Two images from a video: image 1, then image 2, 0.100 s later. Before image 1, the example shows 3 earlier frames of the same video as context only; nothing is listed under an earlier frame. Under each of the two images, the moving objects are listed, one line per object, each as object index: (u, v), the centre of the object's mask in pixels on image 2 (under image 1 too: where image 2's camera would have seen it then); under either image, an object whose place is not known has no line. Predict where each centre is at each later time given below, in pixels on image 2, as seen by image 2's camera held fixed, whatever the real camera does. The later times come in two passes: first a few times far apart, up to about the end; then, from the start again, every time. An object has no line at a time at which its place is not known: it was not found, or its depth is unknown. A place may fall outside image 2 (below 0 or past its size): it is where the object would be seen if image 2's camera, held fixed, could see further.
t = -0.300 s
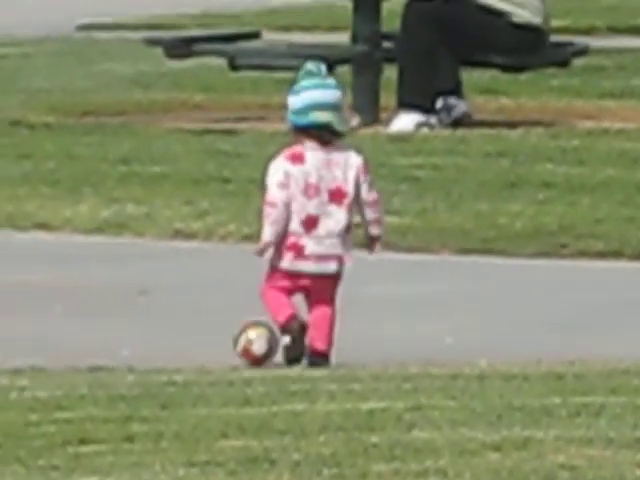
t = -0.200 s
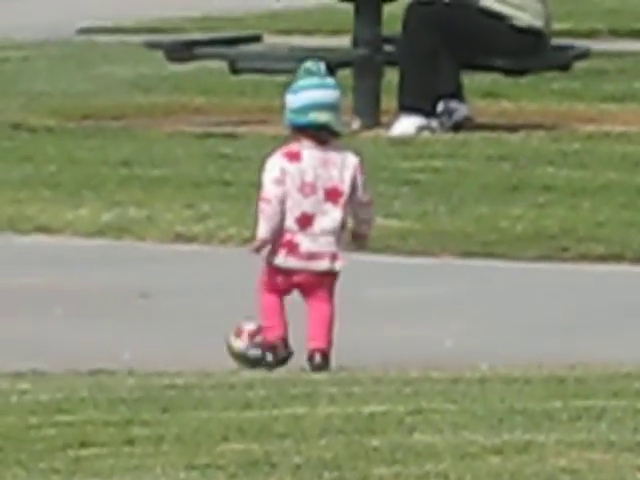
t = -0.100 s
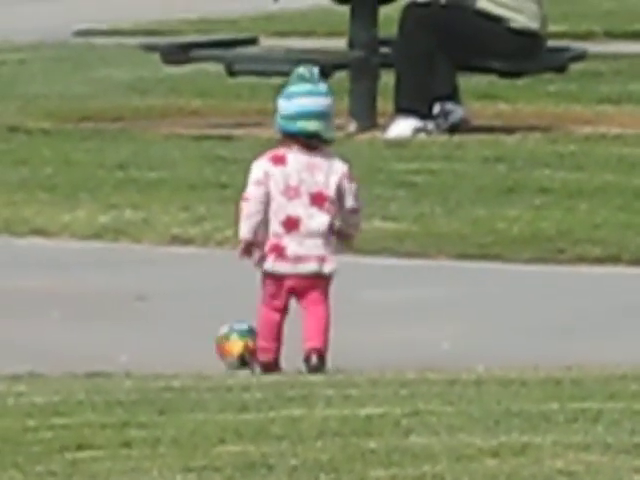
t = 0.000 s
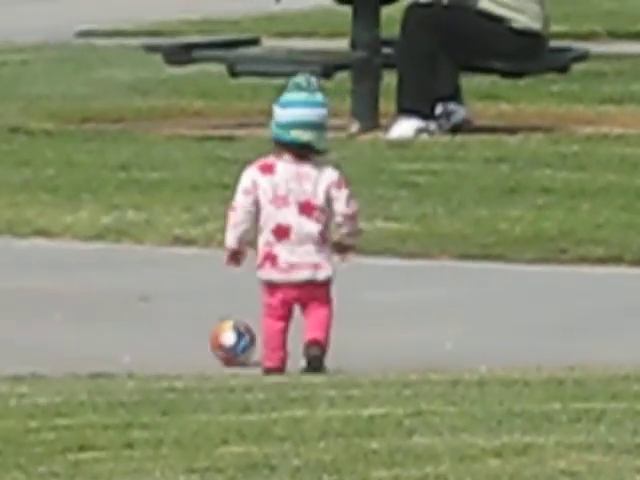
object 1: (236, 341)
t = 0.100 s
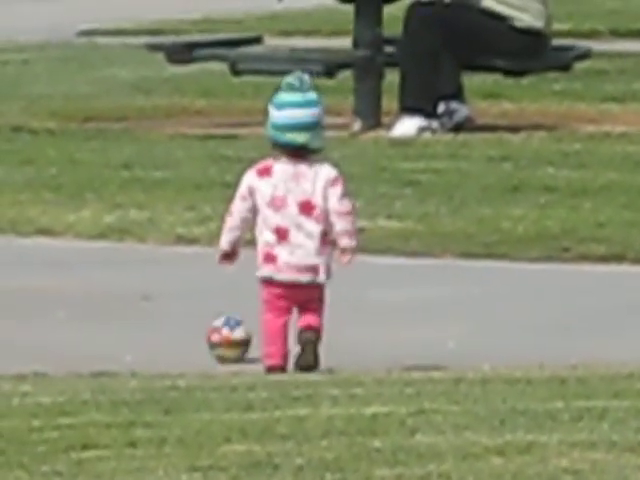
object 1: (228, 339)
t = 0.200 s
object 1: (222, 338)
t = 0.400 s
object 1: (206, 332)
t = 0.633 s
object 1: (190, 327)
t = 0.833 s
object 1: (177, 324)
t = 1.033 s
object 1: (164, 320)
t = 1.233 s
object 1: (155, 316)
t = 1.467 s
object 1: (143, 311)
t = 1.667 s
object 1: (135, 307)
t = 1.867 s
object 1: (129, 305)
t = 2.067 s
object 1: (120, 300)
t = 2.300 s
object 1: (111, 296)
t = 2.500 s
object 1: (104, 291)
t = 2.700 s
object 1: (97, 288)
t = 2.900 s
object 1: (94, 284)
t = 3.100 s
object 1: (87, 281)
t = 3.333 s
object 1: (82, 276)
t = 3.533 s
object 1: (77, 273)
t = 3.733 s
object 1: (73, 270)
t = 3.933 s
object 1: (69, 267)
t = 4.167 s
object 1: (64, 263)
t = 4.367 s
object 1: (61, 258)
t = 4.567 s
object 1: (58, 255)
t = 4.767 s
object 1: (55, 252)
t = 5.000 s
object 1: (55, 249)
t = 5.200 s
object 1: (52, 245)
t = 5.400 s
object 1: (51, 241)
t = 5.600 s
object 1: (51, 238)
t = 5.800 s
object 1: (51, 237)
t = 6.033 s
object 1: (50, 232)
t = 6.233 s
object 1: (48, 229)
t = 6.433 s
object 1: (46, 226)
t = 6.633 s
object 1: (44, 225)
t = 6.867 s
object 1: (40, 221)
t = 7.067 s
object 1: (37, 219)
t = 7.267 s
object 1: (22, 220)
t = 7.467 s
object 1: (0, 218)
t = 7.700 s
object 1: (-23, 217)
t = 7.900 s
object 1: (-38, 216)
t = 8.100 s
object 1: (-55, 215)
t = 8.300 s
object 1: (-71, 214)
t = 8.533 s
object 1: (-88, 212)
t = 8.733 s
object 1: (-102, 213)
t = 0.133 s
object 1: (227, 338)
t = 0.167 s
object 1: (224, 339)
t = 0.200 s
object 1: (222, 338)
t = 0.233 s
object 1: (219, 336)
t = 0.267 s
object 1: (217, 336)
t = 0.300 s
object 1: (214, 334)
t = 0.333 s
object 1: (211, 333)
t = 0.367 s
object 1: (209, 333)
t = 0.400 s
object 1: (206, 332)
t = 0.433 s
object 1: (204, 332)
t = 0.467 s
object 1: (201, 332)
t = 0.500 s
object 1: (199, 330)
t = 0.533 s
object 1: (196, 331)
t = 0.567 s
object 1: (194, 329)
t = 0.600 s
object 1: (192, 329)
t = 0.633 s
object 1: (190, 327)
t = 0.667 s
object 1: (188, 327)
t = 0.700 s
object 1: (186, 327)
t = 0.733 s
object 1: (183, 327)
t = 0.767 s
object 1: (181, 326)
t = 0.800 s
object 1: (179, 326)
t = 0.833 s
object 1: (177, 324)
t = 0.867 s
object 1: (175, 323)
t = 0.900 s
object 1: (173, 322)
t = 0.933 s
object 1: (170, 322)
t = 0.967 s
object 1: (168, 322)
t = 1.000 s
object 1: (166, 322)
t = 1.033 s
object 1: (164, 320)
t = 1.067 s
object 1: (162, 320)
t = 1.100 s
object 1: (160, 318)
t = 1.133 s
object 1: (159, 317)
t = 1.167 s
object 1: (157, 317)
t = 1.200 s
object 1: (156, 317)
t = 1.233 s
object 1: (155, 316)
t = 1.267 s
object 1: (154, 317)
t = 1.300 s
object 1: (152, 316)
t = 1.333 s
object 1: (150, 314)
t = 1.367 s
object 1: (149, 314)
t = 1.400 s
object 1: (147, 312)
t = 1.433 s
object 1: (145, 312)
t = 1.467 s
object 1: (143, 311)
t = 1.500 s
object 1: (142, 312)
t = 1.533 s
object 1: (141, 311)
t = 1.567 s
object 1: (139, 309)
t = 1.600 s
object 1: (138, 309)
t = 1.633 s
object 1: (137, 308)
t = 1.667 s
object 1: (135, 307)
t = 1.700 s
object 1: (134, 306)
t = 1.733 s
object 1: (133, 306)
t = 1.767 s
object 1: (132, 307)
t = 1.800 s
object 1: (131, 306)
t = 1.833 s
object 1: (130, 305)
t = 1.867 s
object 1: (129, 305)
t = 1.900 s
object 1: (127, 303)
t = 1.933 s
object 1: (125, 302)
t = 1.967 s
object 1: (123, 300)
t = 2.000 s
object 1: (122, 301)
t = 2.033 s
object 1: (120, 301)
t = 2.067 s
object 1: (120, 300)
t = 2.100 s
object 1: (118, 299)
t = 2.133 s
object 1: (116, 298)
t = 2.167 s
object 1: (116, 299)
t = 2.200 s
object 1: (114, 298)
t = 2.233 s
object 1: (113, 296)
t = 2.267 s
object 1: (112, 296)
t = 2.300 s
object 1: (111, 296)
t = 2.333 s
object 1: (111, 295)
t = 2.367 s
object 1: (110, 295)
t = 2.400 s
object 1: (108, 294)
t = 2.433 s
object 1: (107, 294)
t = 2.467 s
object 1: (105, 292)
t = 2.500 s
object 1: (104, 291)
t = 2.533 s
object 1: (103, 291)
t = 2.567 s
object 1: (102, 290)
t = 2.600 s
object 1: (101, 291)
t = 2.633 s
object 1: (100, 289)
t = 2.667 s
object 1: (99, 288)
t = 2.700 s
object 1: (97, 288)
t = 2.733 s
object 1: (96, 287)
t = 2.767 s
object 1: (96, 286)
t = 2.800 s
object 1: (95, 287)
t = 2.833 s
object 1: (94, 286)
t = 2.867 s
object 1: (94, 285)
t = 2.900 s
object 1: (94, 284)
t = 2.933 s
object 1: (92, 283)
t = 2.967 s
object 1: (91, 284)
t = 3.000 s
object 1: (90, 282)
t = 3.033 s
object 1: (88, 282)
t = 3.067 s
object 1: (88, 281)
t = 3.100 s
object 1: (87, 281)
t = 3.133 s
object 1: (86, 281)
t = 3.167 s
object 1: (85, 279)
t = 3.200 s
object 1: (84, 278)
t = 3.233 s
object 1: (84, 278)
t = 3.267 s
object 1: (83, 277)
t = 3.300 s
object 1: (83, 276)
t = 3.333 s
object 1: (82, 276)
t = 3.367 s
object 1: (82, 276)
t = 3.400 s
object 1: (81, 276)
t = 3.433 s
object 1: (80, 275)
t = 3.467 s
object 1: (80, 275)
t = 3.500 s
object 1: (79, 274)
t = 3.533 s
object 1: (77, 273)
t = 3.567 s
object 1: (76, 272)
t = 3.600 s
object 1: (75, 271)
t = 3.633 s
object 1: (75, 272)
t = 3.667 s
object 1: (74, 271)
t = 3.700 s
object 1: (73, 270)
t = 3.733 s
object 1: (73, 270)
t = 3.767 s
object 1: (71, 269)
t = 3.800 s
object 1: (71, 269)
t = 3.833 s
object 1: (70, 267)
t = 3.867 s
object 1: (69, 268)
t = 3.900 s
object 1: (69, 268)
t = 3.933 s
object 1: (69, 267)
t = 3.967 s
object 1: (69, 267)
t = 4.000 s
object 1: (69, 267)
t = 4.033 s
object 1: (67, 265)
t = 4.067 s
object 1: (66, 264)
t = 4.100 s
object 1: (65, 264)
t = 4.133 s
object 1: (64, 263)
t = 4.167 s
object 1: (64, 263)
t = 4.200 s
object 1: (63, 262)
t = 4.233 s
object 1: (62, 261)
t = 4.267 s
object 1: (62, 261)
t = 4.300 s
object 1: (61, 260)
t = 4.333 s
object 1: (61, 260)
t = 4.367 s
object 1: (61, 258)
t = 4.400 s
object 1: (60, 259)
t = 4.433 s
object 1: (60, 259)
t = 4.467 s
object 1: (60, 257)
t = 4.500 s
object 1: (60, 257)
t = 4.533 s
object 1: (59, 256)
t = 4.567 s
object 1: (58, 255)
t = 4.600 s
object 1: (57, 255)
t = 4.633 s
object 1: (57, 254)
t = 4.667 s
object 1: (57, 254)
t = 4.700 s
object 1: (56, 253)
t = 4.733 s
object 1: (56, 253)
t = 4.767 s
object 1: (55, 252)
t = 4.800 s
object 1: (55, 252)
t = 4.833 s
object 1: (55, 251)
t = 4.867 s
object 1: (54, 250)
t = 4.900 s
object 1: (53, 250)
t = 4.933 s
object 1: (54, 249)
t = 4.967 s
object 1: (54, 250)
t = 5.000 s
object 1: (55, 249)
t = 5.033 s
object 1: (54, 248)
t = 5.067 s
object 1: (53, 247)
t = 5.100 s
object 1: (53, 246)
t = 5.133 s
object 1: (53, 246)
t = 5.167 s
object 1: (52, 246)
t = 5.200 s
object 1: (52, 245)
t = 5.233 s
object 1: (52, 245)
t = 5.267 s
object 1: (52, 244)
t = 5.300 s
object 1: (51, 244)
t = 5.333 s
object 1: (51, 243)
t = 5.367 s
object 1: (51, 242)
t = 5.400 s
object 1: (51, 241)
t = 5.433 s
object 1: (51, 242)
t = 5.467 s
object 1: (52, 241)
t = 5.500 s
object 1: (51, 243)
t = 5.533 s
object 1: (51, 241)
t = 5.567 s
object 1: (52, 239)
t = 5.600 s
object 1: (51, 238)
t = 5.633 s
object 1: (51, 237)
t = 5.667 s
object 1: (51, 238)
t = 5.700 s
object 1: (51, 238)
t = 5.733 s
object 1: (51, 236)
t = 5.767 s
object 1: (51, 237)
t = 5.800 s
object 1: (51, 237)
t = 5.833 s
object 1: (51, 235)
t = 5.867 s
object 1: (50, 235)
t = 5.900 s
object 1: (50, 234)
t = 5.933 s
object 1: (50, 233)
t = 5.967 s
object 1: (50, 232)
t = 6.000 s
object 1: (50, 233)
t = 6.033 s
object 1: (50, 232)
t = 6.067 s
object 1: (49, 234)
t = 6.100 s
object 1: (49, 231)
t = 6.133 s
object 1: (49, 231)
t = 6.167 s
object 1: (49, 230)
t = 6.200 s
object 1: (48, 230)
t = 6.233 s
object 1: (48, 229)
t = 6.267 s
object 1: (48, 229)
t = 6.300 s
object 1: (48, 228)
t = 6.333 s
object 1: (48, 230)
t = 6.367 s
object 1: (47, 228)
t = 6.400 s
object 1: (46, 228)
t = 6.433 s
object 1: (46, 226)
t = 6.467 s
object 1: (45, 226)
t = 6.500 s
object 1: (45, 225)
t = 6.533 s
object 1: (45, 224)
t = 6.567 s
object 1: (44, 226)
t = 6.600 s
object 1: (45, 225)
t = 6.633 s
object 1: (44, 225)
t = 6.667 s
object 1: (43, 225)
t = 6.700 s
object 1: (42, 224)
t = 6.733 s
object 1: (42, 222)
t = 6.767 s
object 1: (41, 222)
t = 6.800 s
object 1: (41, 223)
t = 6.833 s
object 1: (40, 222)
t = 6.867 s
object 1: (40, 221)
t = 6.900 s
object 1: (40, 223)
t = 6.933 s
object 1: (39, 221)
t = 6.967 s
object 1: (37, 221)
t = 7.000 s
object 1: (37, 220)
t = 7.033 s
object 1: (37, 217)
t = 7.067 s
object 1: (37, 219)
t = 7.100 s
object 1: (37, 220)
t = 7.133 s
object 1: (35, 220)
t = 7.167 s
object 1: (33, 220)
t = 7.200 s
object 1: (30, 221)
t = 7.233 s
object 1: (27, 221)
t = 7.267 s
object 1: (22, 220)
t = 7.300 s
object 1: (18, 220)
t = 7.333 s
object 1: (14, 220)
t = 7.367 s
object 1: (11, 220)
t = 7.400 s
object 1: (8, 220)
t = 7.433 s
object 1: (4, 219)
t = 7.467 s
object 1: (0, 218)
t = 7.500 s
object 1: (-5, 217)
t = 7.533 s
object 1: (-7, 218)
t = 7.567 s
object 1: (-11, 218)
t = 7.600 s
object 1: (-13, 218)
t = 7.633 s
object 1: (-17, 218)
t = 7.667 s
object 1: (-21, 218)
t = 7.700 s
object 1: (-23, 217)
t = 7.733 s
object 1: (-26, 217)
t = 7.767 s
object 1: (-28, 218)
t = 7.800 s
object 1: (-30, 218)
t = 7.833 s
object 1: (-34, 216)
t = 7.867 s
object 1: (-36, 215)
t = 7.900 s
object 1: (-38, 216)
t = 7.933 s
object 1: (-41, 216)
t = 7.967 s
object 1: (-44, 216)
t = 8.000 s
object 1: (-46, 215)
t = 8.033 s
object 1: (-49, 215)
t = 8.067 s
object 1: (-52, 215)
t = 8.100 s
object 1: (-55, 215)
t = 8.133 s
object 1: (-57, 214)
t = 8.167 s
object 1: (-61, 215)
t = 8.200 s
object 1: (-63, 215)
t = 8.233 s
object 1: (-67, 216)
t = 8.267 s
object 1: (-69, 214)
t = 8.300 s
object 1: (-71, 214)
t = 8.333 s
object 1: (-73, 214)
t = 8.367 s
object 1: (-76, 214)
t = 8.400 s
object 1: (-78, 214)
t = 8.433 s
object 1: (-82, 214)
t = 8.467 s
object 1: (-84, 213)
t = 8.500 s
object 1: (-86, 213)
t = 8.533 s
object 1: (-88, 212)
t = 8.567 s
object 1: (-90, 212)
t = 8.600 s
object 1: (-92, 212)
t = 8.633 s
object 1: (-95, 212)
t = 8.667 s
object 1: (-97, 212)
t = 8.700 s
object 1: (-99, 213)
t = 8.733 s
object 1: (-102, 213)
